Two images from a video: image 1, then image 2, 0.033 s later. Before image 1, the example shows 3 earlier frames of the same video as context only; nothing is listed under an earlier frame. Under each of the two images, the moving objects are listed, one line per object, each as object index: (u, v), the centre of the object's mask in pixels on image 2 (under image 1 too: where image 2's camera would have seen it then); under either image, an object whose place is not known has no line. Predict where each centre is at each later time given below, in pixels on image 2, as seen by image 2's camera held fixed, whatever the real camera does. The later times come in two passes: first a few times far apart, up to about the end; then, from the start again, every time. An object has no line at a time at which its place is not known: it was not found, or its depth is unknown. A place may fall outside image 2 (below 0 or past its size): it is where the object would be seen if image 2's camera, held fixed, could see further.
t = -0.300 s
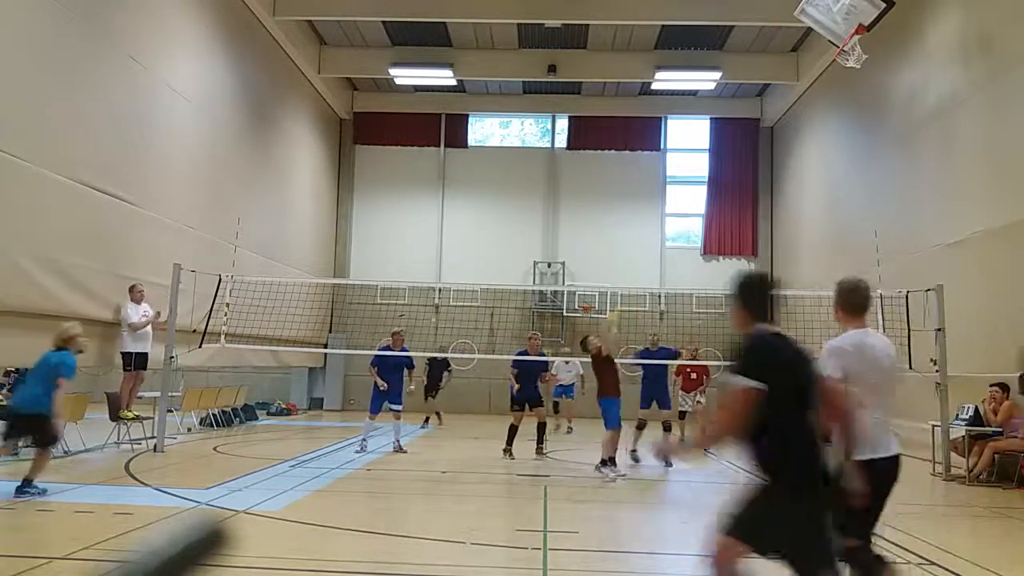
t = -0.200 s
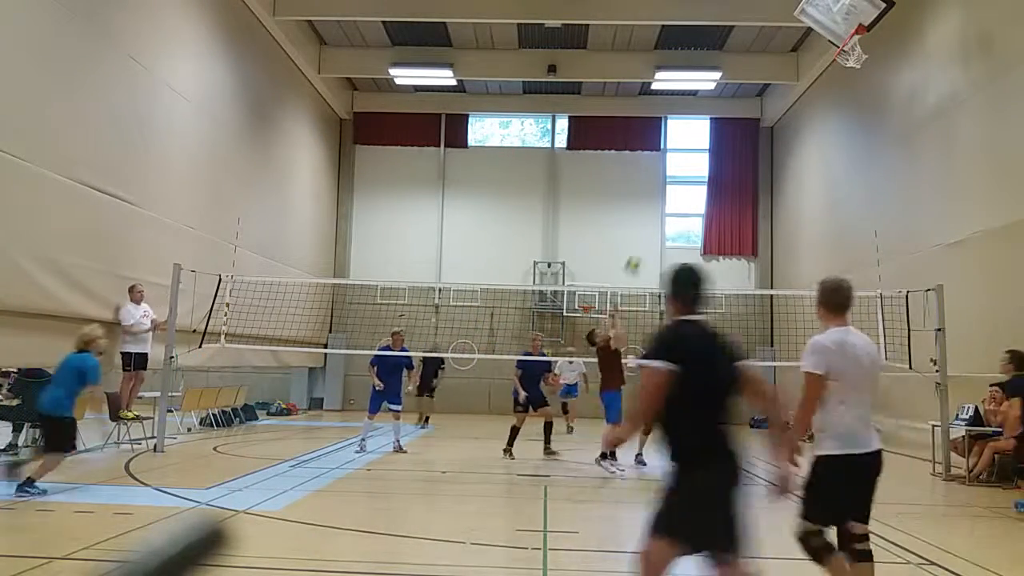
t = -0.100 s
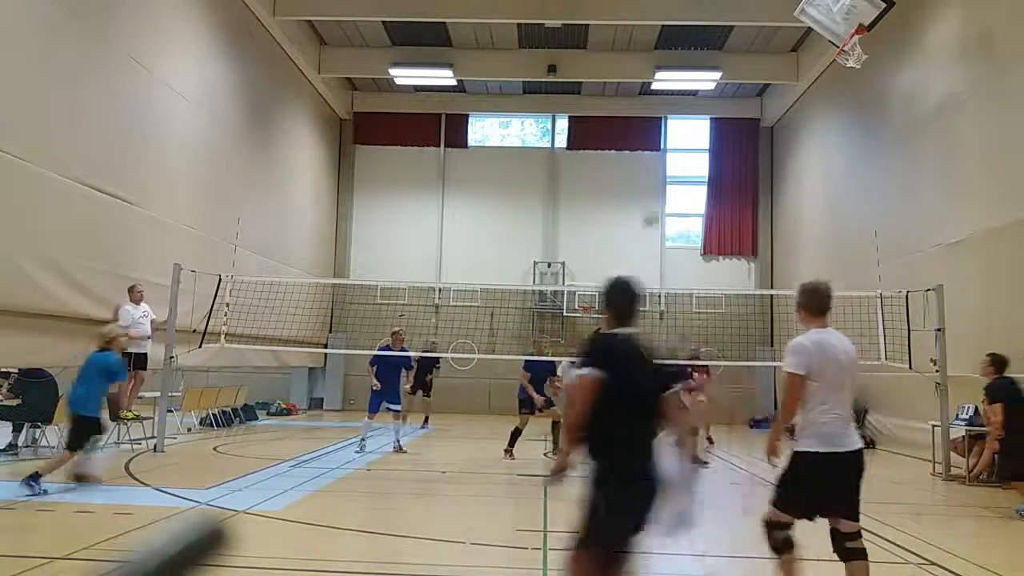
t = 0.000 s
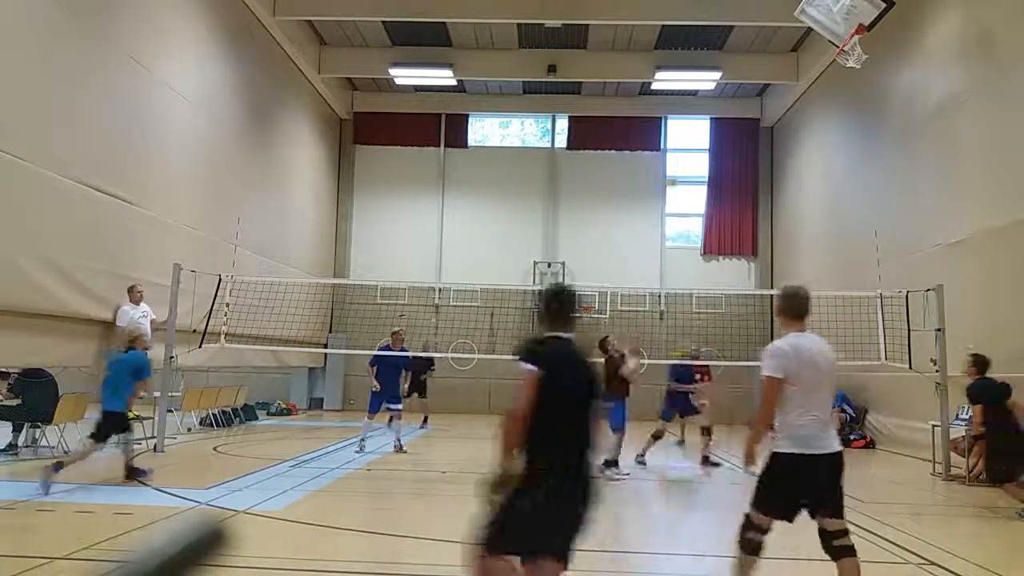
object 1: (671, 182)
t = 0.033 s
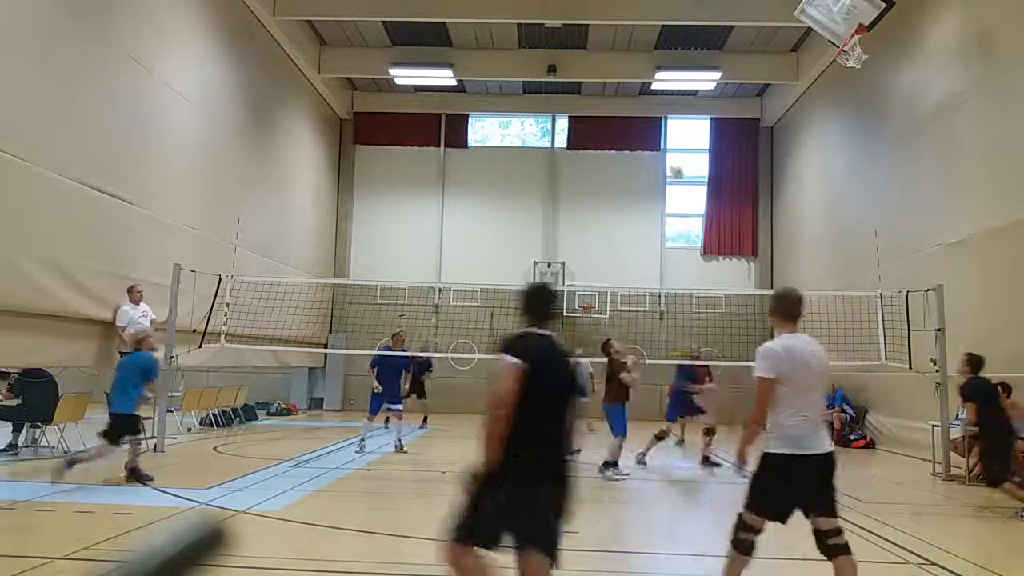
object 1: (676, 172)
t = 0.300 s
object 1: (724, 116)
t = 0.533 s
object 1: (761, 112)
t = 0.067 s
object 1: (682, 161)
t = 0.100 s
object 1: (690, 153)
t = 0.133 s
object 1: (694, 144)
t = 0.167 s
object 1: (700, 137)
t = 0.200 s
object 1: (706, 130)
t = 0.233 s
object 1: (710, 121)
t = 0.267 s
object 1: (718, 120)
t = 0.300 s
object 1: (724, 116)
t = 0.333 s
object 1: (729, 113)
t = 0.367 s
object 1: (735, 110)
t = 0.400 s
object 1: (736, 108)
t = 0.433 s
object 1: (745, 108)
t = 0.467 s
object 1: (751, 108)
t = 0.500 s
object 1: (757, 110)
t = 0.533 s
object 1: (761, 112)
